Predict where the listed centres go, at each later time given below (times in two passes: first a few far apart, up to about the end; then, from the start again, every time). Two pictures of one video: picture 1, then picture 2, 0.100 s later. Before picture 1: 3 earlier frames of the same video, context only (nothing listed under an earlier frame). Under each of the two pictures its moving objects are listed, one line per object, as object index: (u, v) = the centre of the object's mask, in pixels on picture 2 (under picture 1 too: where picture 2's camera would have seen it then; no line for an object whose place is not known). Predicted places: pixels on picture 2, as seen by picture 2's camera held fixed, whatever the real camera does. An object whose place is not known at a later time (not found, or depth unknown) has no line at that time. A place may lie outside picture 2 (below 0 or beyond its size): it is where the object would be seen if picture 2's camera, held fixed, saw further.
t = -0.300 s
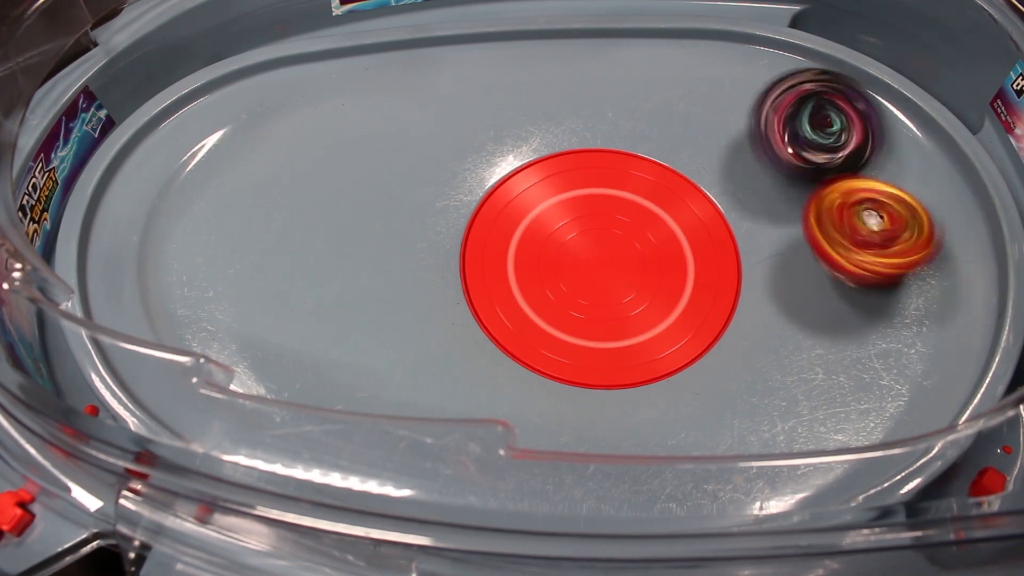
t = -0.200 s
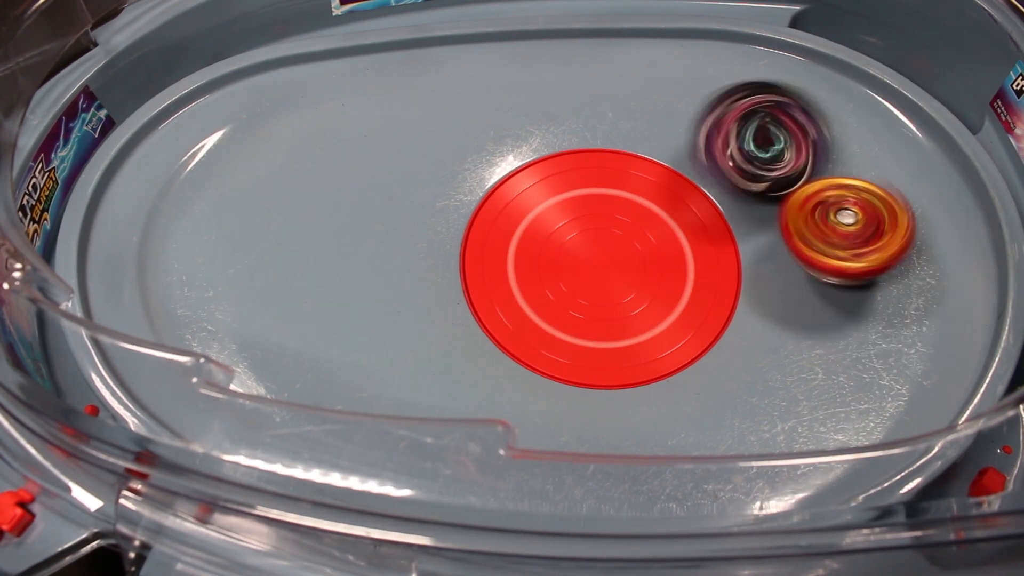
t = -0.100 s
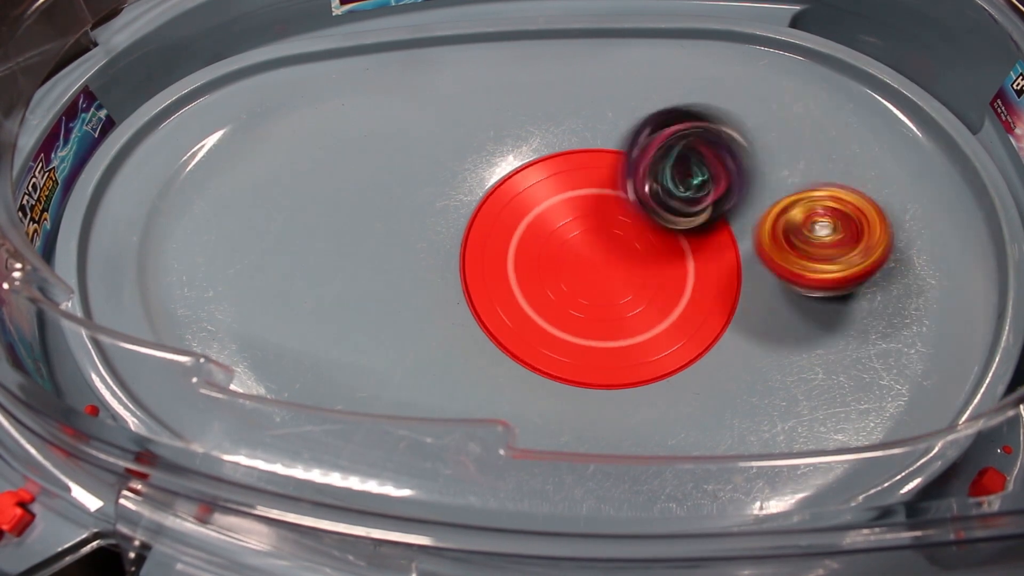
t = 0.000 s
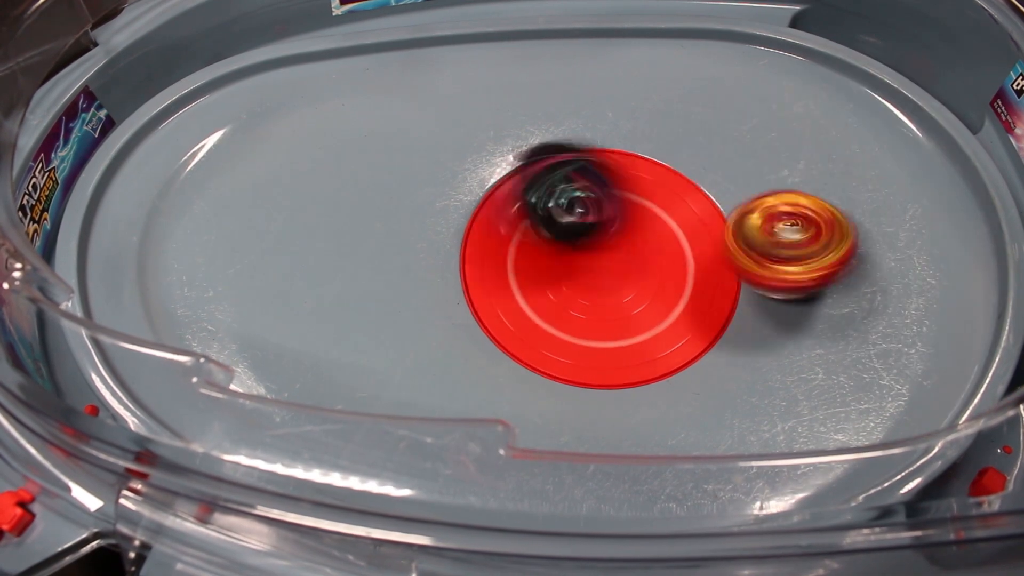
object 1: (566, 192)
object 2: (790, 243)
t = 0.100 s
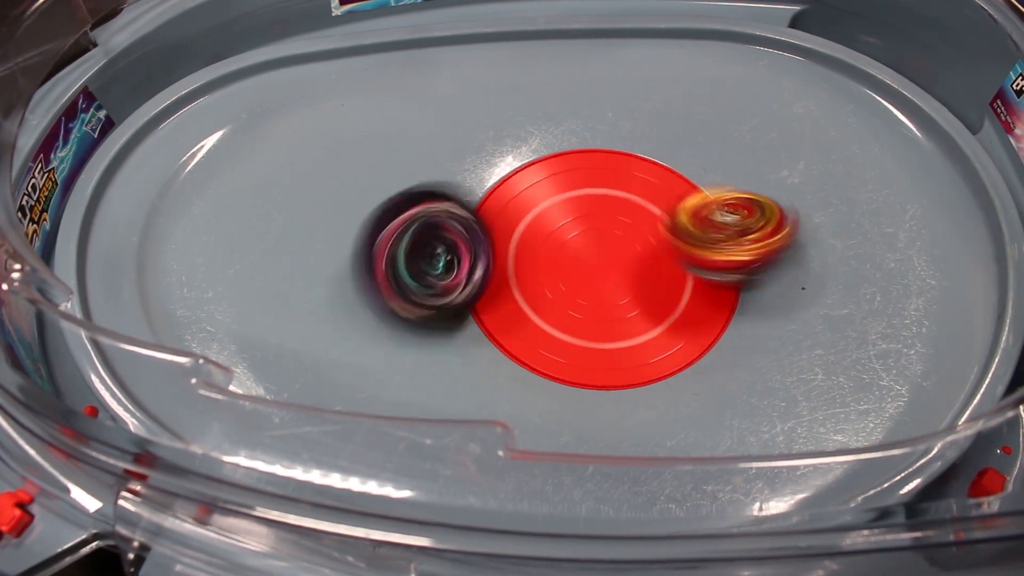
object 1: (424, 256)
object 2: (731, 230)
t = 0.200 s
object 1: (381, 307)
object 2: (641, 173)
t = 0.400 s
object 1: (340, 398)
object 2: (451, 89)
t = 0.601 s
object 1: (396, 441)
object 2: (402, 35)
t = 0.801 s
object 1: (526, 399)
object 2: (426, 51)
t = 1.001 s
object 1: (586, 292)
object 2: (481, 105)
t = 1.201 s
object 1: (650, 98)
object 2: (530, 258)
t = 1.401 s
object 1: (608, 34)
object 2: (705, 455)
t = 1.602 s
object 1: (576, 76)
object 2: (770, 455)
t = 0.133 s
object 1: (407, 270)
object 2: (702, 218)
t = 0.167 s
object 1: (389, 294)
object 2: (674, 199)
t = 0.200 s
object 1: (381, 307)
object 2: (641, 173)
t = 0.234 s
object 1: (372, 317)
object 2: (603, 147)
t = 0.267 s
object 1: (360, 327)
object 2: (560, 123)
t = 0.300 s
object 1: (352, 341)
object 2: (527, 108)
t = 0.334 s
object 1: (343, 354)
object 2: (495, 101)
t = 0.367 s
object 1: (339, 380)
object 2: (472, 96)
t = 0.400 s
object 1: (340, 398)
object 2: (451, 89)
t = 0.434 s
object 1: (338, 410)
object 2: (440, 83)
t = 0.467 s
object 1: (345, 433)
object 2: (426, 71)
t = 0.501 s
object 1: (350, 447)
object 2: (418, 63)
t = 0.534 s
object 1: (364, 449)
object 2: (408, 52)
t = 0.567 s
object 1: (387, 442)
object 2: (404, 41)
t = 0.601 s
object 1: (396, 441)
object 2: (402, 35)
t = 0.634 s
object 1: (412, 442)
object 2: (402, 42)
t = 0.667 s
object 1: (427, 438)
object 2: (402, 46)
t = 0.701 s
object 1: (456, 432)
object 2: (401, 46)
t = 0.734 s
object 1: (482, 424)
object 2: (407, 43)
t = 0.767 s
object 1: (504, 416)
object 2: (417, 46)
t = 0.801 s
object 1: (526, 399)
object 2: (426, 51)
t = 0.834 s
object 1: (537, 393)
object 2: (431, 56)
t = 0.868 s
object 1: (549, 380)
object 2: (441, 59)
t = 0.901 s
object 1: (555, 366)
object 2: (454, 68)
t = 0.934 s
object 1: (561, 348)
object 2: (466, 79)
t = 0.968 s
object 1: (570, 322)
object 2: (475, 94)
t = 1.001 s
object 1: (586, 292)
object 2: (481, 105)
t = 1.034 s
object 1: (604, 267)
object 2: (485, 121)
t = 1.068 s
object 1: (628, 234)
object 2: (492, 136)
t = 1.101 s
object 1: (652, 193)
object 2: (500, 160)
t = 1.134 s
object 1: (657, 153)
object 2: (510, 182)
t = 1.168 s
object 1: (661, 119)
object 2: (519, 225)
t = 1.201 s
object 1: (650, 98)
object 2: (530, 258)
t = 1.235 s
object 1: (647, 78)
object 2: (555, 305)
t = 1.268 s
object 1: (643, 64)
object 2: (593, 348)
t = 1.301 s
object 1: (640, 53)
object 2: (635, 386)
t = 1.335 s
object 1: (632, 46)
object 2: (665, 409)
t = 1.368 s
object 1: (624, 40)
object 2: (691, 436)
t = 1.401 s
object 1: (608, 34)
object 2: (705, 455)
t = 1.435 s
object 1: (595, 35)
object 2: (715, 467)
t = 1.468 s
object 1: (584, 48)
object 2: (724, 464)
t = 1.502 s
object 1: (582, 53)
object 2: (738, 465)
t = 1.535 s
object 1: (580, 60)
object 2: (750, 467)
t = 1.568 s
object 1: (579, 67)
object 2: (760, 456)
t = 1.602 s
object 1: (576, 76)
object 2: (770, 455)
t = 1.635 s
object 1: (574, 88)
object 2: (777, 450)
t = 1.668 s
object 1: (572, 100)
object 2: (782, 442)
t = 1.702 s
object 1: (572, 117)
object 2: (786, 434)
